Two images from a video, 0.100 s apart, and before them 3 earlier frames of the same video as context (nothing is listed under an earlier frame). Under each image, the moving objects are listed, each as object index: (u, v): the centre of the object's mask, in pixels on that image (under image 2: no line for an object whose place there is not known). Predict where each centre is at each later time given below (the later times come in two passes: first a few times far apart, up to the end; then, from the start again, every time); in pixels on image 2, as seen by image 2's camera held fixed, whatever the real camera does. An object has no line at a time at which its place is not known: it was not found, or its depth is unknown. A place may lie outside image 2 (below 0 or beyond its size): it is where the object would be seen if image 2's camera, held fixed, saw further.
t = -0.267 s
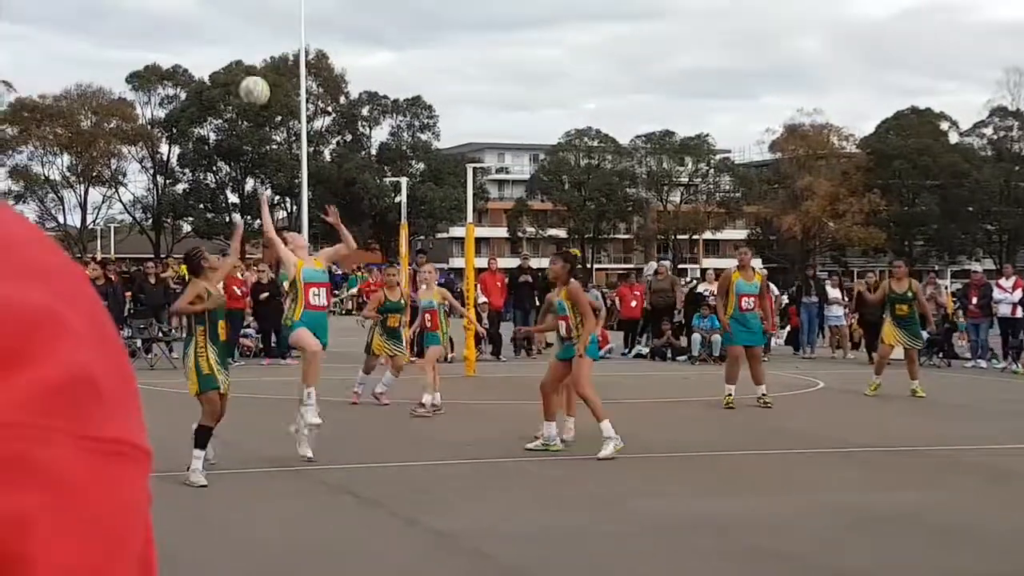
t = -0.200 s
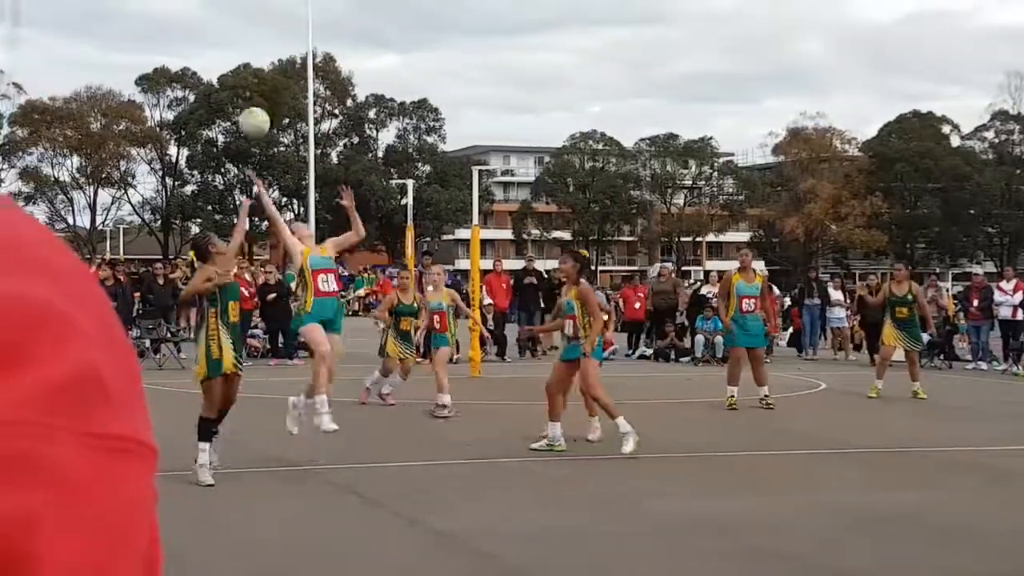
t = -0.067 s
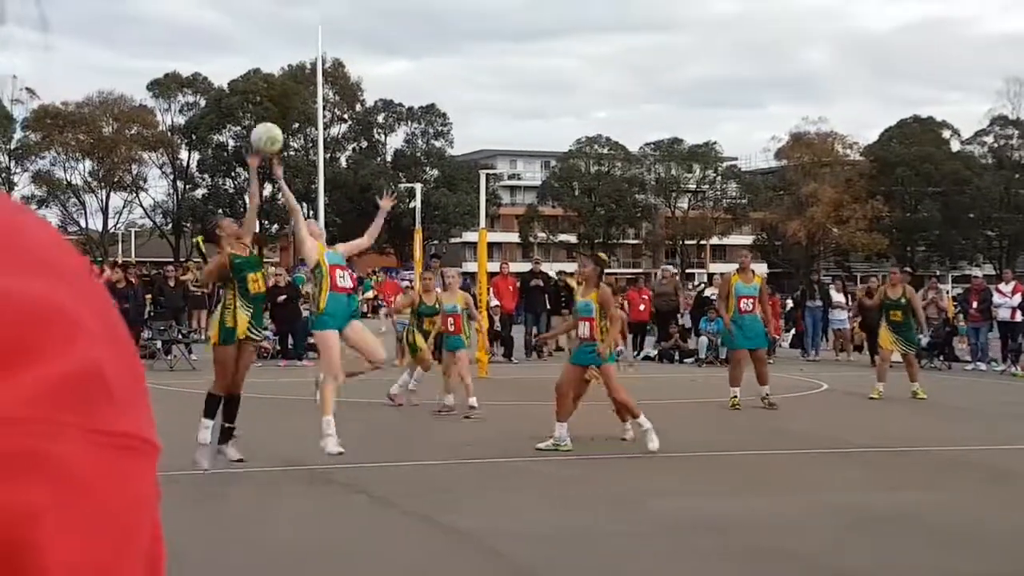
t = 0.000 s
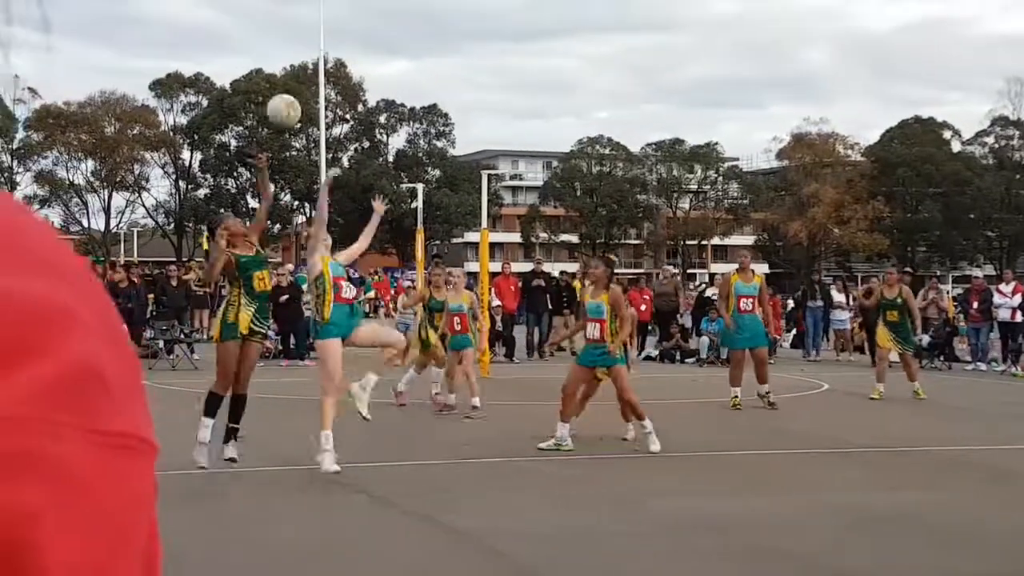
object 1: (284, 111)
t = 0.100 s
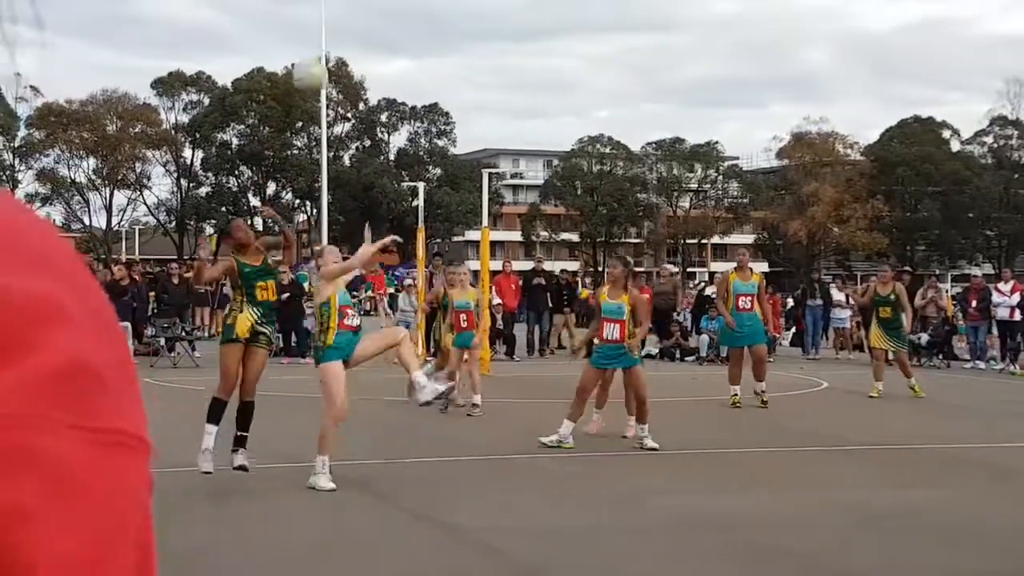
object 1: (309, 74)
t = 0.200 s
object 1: (338, 55)
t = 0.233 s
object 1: (347, 53)
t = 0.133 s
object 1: (319, 67)
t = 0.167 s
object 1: (329, 64)
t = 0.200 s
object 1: (338, 55)
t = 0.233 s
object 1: (347, 53)
